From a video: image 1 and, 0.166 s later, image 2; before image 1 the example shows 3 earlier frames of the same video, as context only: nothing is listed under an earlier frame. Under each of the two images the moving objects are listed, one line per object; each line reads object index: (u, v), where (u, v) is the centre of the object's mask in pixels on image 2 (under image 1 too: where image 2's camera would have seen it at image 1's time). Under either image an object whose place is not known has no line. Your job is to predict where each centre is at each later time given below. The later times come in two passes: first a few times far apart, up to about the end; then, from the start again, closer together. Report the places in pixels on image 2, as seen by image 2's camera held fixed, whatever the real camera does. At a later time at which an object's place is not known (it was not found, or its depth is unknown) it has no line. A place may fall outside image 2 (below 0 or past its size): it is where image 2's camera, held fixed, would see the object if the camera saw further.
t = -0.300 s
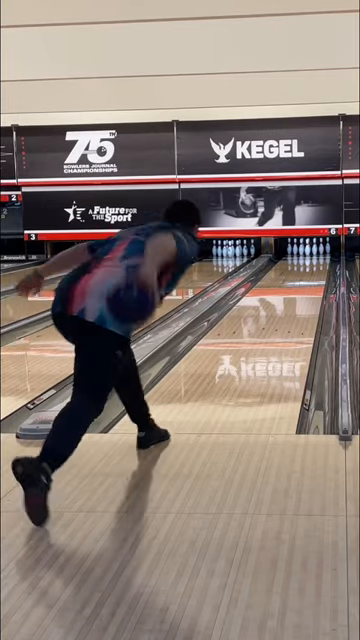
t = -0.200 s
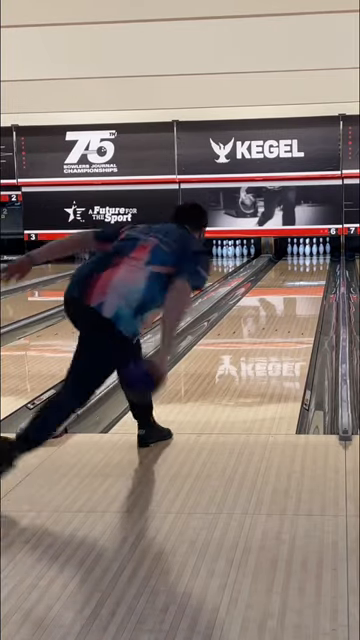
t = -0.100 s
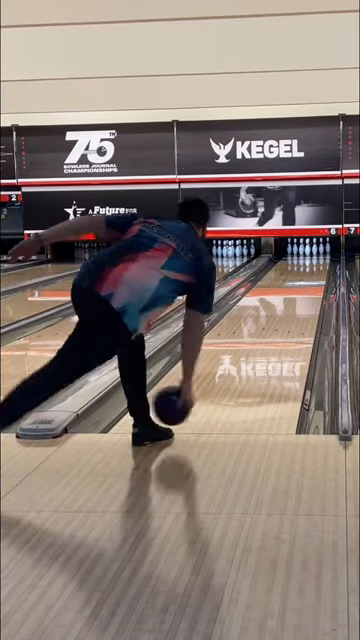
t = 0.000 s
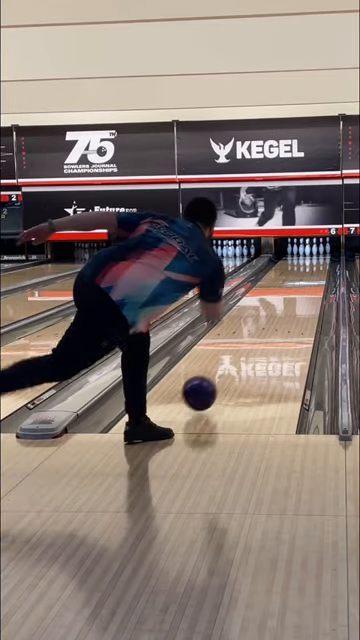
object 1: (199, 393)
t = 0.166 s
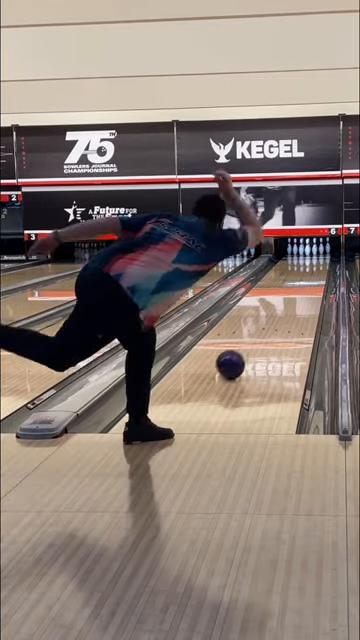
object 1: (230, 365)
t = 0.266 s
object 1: (244, 350)
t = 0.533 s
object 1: (272, 322)
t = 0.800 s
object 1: (291, 302)
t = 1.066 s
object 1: (304, 288)
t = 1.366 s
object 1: (314, 277)
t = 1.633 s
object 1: (320, 268)
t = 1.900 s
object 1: (323, 262)
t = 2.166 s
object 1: (322, 257)
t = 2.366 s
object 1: (319, 254)
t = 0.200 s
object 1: (235, 359)
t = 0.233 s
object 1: (240, 354)
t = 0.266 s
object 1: (244, 350)
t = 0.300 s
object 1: (248, 345)
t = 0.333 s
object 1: (252, 341)
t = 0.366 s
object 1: (256, 337)
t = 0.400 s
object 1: (260, 334)
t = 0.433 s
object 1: (263, 330)
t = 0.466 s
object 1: (266, 327)
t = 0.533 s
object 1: (272, 322)
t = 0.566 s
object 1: (275, 318)
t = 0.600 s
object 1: (277, 316)
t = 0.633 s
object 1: (280, 313)
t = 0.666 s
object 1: (282, 311)
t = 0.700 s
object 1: (284, 308)
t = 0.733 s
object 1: (287, 306)
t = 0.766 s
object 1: (289, 304)
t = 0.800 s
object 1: (291, 302)
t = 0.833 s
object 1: (293, 300)
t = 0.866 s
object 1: (294, 298)
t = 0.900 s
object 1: (296, 296)
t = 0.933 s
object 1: (298, 294)
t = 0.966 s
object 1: (299, 292)
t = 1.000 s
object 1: (301, 291)
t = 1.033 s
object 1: (302, 289)
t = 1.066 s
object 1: (304, 288)
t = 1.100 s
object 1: (305, 286)
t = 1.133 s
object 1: (306, 285)
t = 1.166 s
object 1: (308, 284)
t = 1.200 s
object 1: (309, 283)
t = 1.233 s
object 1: (310, 281)
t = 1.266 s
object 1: (311, 280)
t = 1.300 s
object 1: (312, 279)
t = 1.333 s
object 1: (313, 277)
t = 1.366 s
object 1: (314, 277)
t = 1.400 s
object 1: (315, 275)
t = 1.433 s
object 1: (316, 274)
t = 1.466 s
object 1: (317, 273)
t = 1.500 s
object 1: (318, 272)
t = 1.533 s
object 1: (318, 271)
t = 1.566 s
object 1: (319, 270)
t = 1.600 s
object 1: (320, 269)
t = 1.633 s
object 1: (320, 268)
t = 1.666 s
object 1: (321, 268)
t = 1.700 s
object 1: (321, 267)
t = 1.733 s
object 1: (322, 266)
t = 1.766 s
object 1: (323, 265)
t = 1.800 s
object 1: (323, 263)
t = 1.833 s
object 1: (323, 263)
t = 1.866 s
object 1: (323, 262)
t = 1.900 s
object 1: (323, 262)
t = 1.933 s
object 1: (324, 261)
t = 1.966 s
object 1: (324, 261)
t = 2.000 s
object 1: (324, 260)
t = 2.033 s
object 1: (323, 259)
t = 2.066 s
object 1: (324, 259)
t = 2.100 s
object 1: (323, 258)
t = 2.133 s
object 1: (323, 257)
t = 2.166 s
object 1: (322, 257)
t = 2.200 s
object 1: (322, 256)
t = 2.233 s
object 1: (321, 256)
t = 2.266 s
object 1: (321, 256)
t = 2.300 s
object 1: (320, 255)
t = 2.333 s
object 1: (320, 254)
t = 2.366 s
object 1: (319, 254)
